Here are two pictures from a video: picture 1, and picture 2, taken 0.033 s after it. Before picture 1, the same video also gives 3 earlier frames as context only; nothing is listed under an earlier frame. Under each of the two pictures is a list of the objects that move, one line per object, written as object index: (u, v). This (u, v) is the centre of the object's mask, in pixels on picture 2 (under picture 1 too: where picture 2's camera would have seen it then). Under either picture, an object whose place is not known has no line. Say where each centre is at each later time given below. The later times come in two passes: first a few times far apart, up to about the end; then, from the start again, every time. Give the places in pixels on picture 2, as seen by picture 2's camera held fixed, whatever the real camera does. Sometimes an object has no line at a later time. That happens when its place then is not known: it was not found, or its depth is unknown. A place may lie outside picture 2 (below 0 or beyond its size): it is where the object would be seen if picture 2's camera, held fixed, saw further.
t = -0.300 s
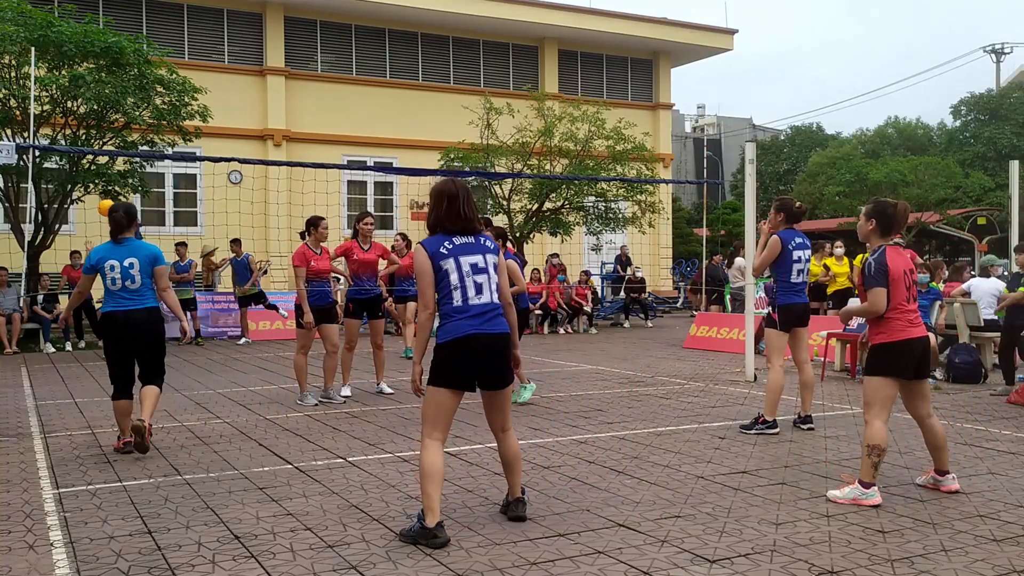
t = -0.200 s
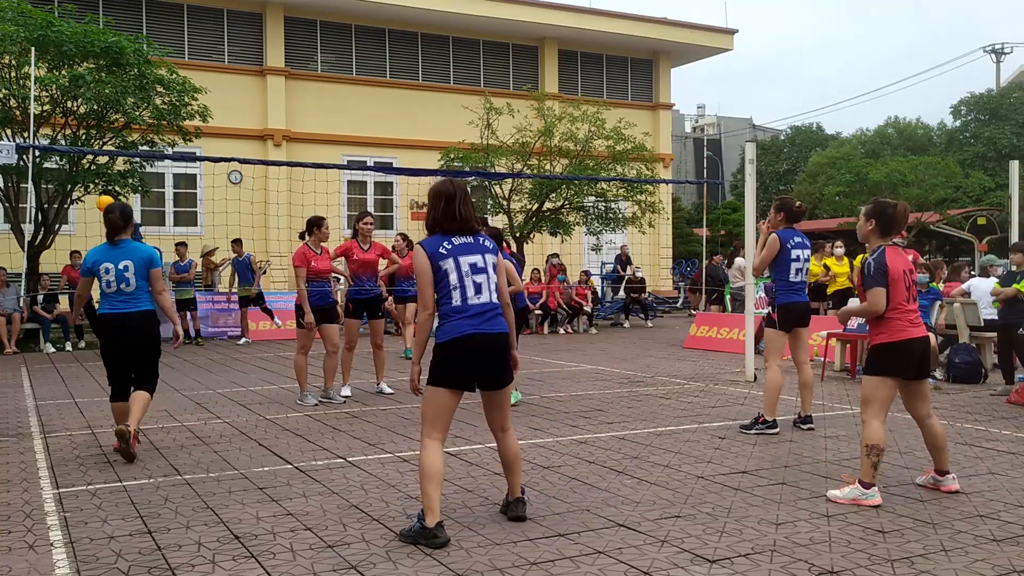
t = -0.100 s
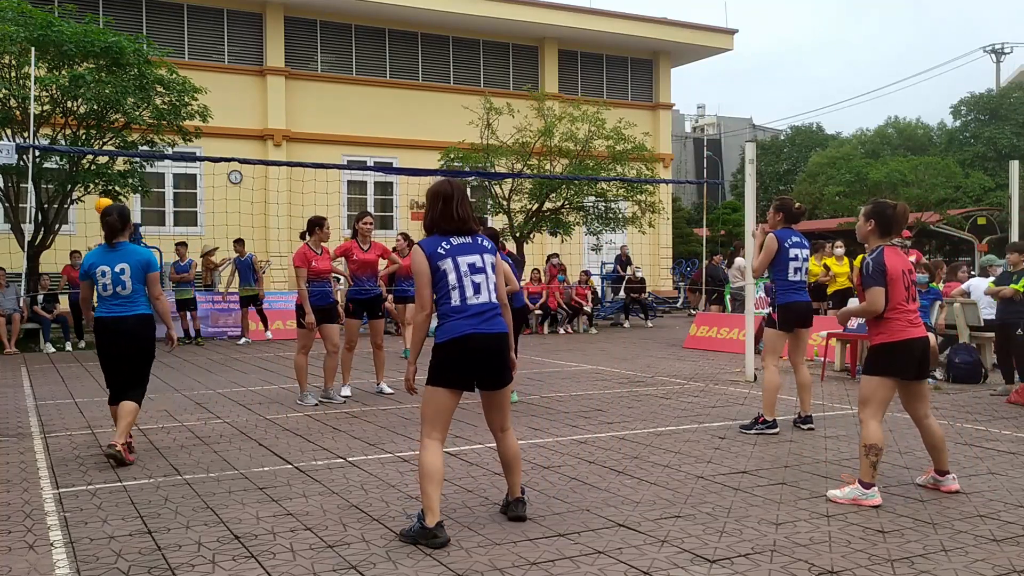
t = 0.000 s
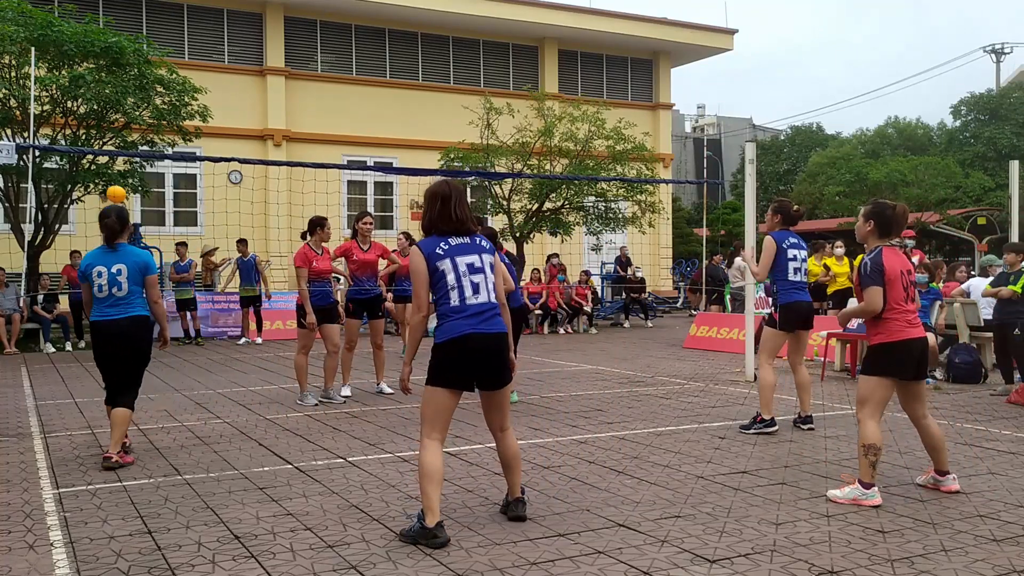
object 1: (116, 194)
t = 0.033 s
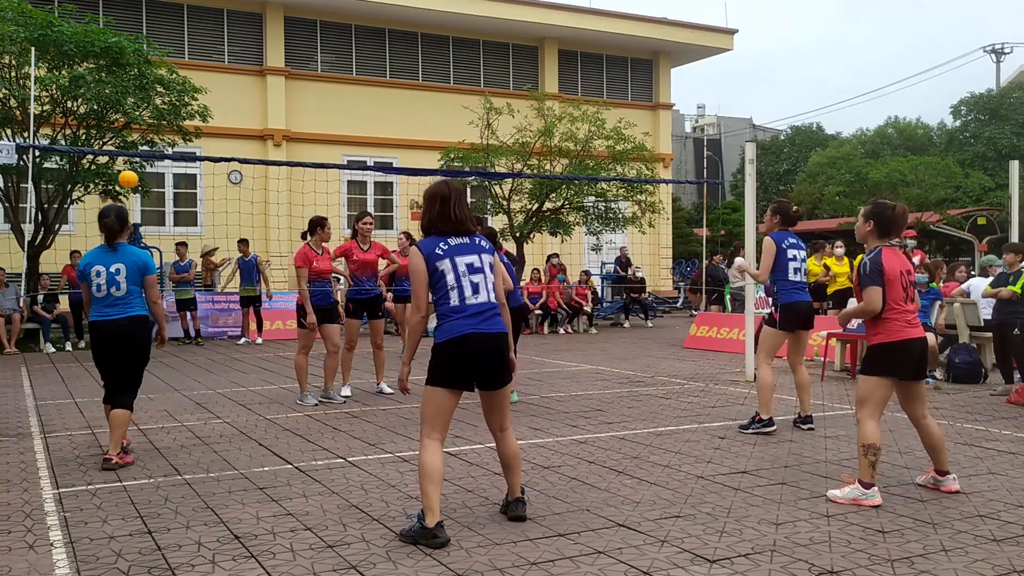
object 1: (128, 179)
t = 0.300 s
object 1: (229, 81)
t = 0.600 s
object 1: (352, 19)
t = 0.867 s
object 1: (485, 41)
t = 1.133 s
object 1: (653, 200)
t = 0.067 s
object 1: (141, 165)
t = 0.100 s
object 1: (153, 148)
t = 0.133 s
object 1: (166, 138)
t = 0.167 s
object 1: (178, 125)
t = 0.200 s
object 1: (191, 113)
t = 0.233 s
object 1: (203, 102)
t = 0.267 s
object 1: (216, 91)
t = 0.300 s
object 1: (229, 81)
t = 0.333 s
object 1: (242, 72)
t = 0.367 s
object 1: (255, 62)
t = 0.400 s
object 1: (268, 54)
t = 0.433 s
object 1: (282, 46)
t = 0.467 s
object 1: (295, 39)
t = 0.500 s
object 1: (309, 32)
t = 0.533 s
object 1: (323, 27)
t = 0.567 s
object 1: (337, 23)
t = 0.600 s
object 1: (352, 19)
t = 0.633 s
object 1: (366, 17)
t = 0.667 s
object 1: (381, 15)
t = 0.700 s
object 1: (397, 16)
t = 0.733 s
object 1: (413, 17)
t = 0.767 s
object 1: (430, 20)
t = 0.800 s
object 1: (448, 25)
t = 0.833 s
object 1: (466, 32)
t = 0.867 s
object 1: (485, 41)
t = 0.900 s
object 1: (505, 52)
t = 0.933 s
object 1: (525, 65)
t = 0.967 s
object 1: (545, 80)
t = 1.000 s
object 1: (566, 98)
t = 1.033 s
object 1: (587, 119)
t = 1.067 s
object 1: (608, 143)
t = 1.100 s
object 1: (630, 170)
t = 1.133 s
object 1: (653, 200)
